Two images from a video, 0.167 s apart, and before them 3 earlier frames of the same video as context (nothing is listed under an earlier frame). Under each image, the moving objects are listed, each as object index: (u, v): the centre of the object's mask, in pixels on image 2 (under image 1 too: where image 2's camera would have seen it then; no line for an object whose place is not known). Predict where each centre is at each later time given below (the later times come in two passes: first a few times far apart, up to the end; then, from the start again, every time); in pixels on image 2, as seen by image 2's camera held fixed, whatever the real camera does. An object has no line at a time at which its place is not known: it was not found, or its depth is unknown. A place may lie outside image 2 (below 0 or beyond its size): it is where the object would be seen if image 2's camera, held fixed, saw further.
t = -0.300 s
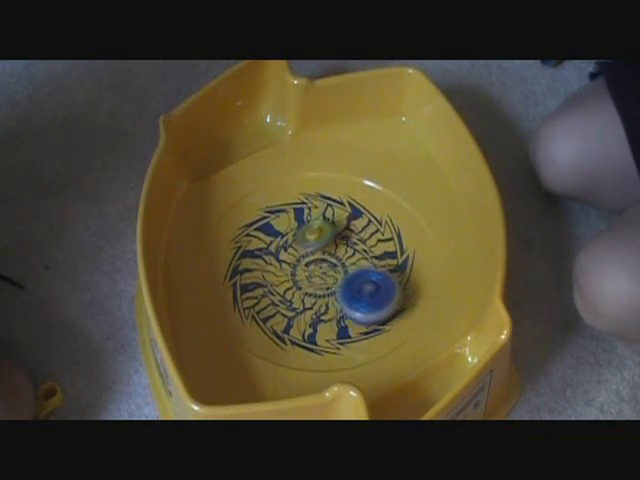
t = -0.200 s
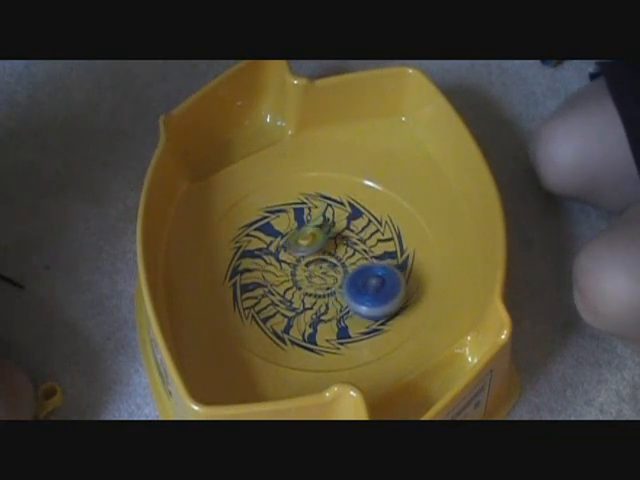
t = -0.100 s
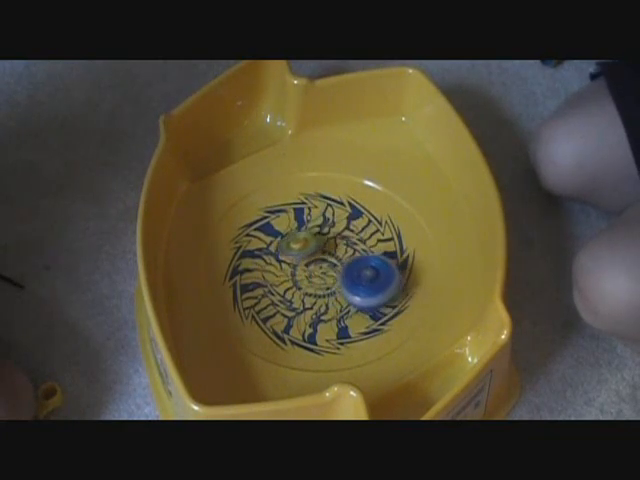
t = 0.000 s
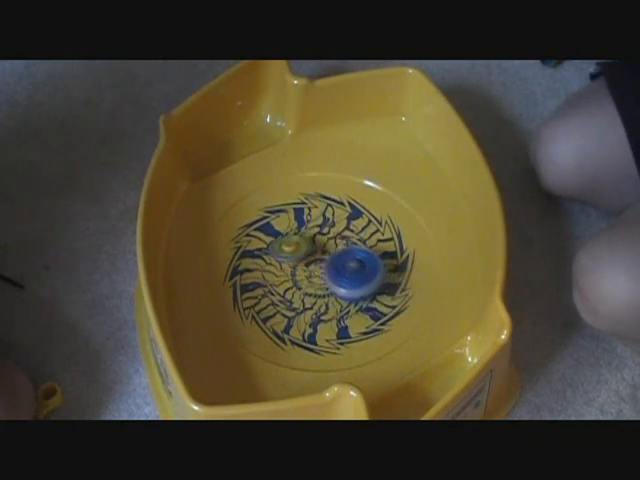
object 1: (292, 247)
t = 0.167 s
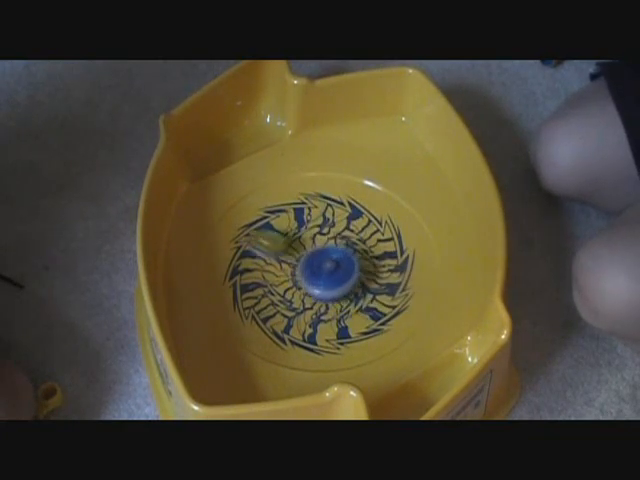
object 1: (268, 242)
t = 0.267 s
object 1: (254, 235)
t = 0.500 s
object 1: (246, 227)
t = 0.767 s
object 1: (256, 222)
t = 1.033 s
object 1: (278, 218)
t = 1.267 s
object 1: (298, 221)
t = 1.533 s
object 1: (326, 229)
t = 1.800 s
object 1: (351, 228)
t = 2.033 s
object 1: (408, 230)
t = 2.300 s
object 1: (405, 242)
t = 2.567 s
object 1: (364, 246)
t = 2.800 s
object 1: (319, 244)
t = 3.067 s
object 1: (393, 211)
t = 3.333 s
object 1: (391, 219)
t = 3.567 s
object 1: (350, 236)
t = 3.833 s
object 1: (335, 239)
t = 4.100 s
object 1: (335, 240)
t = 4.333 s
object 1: (333, 242)
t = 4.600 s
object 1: (328, 243)
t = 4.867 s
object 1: (316, 235)
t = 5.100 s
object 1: (309, 222)
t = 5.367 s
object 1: (310, 219)
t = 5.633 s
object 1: (368, 212)
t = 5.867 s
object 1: (385, 221)
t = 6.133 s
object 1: (366, 229)
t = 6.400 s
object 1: (354, 227)
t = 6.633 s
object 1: (348, 222)
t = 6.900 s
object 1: (347, 221)
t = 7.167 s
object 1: (343, 225)
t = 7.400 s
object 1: (336, 227)
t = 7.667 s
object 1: (328, 225)
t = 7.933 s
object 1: (324, 222)
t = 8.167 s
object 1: (323, 222)
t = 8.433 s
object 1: (321, 215)
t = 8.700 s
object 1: (314, 219)
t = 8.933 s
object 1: (308, 219)
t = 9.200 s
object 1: (306, 217)
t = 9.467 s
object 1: (304, 222)
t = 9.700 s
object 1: (304, 221)
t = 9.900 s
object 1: (303, 222)
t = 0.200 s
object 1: (262, 240)
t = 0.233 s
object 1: (257, 237)
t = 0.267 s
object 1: (254, 235)
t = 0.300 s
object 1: (252, 234)
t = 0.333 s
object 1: (250, 233)
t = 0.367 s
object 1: (249, 232)
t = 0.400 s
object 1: (248, 231)
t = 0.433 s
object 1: (246, 230)
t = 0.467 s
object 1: (246, 229)
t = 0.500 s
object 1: (246, 227)
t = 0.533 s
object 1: (245, 226)
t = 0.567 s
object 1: (246, 226)
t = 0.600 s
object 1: (246, 225)
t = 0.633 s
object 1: (248, 224)
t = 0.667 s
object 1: (250, 223)
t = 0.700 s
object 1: (251, 223)
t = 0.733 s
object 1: (254, 222)
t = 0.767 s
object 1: (256, 222)
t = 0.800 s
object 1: (259, 221)
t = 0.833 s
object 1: (262, 221)
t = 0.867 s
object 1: (265, 221)
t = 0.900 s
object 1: (268, 221)
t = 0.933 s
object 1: (271, 221)
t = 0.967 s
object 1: (274, 220)
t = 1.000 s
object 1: (276, 220)
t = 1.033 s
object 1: (278, 218)
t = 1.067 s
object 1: (281, 217)
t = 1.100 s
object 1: (284, 216)
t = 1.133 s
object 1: (288, 216)
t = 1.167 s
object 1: (291, 217)
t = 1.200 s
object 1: (294, 218)
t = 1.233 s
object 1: (296, 220)
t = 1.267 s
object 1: (298, 221)
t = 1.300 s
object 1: (302, 223)
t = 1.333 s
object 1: (305, 225)
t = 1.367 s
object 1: (308, 226)
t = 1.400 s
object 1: (310, 227)
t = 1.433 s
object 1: (313, 229)
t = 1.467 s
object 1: (316, 230)
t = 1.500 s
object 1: (321, 229)
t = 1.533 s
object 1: (326, 229)
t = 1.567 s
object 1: (331, 228)
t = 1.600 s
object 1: (334, 228)
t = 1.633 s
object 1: (336, 228)
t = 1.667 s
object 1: (339, 230)
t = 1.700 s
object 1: (340, 231)
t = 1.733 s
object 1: (345, 230)
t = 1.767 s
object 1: (348, 229)
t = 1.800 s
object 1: (351, 228)
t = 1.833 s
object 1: (352, 229)
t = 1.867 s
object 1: (352, 230)
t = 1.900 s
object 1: (353, 231)
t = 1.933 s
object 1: (364, 231)
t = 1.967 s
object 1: (379, 232)
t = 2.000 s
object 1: (399, 227)
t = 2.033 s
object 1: (408, 230)
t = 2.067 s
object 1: (415, 232)
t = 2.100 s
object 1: (419, 233)
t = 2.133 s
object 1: (420, 235)
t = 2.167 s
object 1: (419, 237)
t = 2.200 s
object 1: (416, 239)
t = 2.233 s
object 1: (413, 240)
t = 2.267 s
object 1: (409, 241)
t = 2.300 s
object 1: (405, 242)
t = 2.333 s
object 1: (399, 244)
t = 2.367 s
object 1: (393, 245)
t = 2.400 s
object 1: (388, 246)
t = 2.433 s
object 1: (383, 247)
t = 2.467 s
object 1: (377, 247)
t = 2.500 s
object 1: (372, 246)
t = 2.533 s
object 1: (370, 246)
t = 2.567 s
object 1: (364, 246)
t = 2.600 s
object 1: (356, 245)
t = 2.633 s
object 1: (351, 245)
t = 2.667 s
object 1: (344, 244)
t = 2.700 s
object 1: (340, 244)
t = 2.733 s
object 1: (332, 244)
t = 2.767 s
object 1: (326, 244)
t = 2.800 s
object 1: (319, 244)
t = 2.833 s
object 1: (313, 244)
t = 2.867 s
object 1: (311, 245)
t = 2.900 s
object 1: (311, 243)
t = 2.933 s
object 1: (329, 235)
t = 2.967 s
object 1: (351, 227)
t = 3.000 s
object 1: (366, 222)
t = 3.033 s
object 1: (383, 216)
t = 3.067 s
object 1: (393, 211)
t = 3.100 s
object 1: (401, 208)
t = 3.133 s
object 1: (408, 205)
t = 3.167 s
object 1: (410, 205)
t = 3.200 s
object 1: (408, 207)
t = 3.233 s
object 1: (405, 210)
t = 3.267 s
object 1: (400, 214)
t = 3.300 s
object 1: (396, 217)
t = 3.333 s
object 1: (391, 219)
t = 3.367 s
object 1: (385, 222)
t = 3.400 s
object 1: (378, 225)
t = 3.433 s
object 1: (373, 227)
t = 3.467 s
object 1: (366, 230)
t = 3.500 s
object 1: (360, 231)
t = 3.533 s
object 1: (355, 234)
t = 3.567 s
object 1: (350, 236)
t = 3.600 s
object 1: (345, 237)
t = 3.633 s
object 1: (342, 238)
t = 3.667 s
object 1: (340, 239)
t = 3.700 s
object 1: (337, 240)
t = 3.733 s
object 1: (336, 240)
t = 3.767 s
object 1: (335, 240)
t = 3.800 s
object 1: (335, 240)
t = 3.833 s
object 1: (335, 239)
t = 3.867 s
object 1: (335, 240)
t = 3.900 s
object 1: (335, 239)
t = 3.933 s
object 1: (335, 239)
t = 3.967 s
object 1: (335, 239)
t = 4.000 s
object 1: (335, 240)
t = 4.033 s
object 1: (335, 240)
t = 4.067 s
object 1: (335, 240)
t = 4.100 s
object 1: (335, 240)
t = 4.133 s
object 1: (335, 240)
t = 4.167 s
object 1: (335, 240)
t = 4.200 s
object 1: (335, 241)
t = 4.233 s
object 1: (335, 241)
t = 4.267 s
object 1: (334, 241)
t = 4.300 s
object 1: (334, 241)
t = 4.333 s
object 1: (333, 242)
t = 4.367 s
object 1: (333, 242)
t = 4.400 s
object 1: (333, 242)
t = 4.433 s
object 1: (332, 242)
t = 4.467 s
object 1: (332, 242)
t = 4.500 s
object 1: (331, 243)
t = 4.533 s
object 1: (331, 243)
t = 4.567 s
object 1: (329, 243)
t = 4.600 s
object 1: (328, 243)
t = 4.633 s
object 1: (326, 243)
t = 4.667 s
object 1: (325, 243)
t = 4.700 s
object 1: (325, 243)
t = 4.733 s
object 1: (324, 242)
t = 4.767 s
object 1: (322, 241)
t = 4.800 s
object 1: (320, 239)
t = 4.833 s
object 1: (319, 238)
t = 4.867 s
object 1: (316, 235)
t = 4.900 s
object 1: (314, 230)
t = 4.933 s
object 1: (313, 226)
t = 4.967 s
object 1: (312, 224)
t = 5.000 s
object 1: (311, 224)
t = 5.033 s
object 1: (310, 223)
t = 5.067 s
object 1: (310, 223)
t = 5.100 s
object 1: (309, 222)
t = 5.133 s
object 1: (309, 221)
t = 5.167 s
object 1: (309, 221)
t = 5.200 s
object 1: (309, 221)
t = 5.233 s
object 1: (309, 220)
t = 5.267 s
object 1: (310, 220)
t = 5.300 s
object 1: (310, 220)
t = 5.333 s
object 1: (310, 220)
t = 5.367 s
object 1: (310, 219)
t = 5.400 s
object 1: (310, 219)
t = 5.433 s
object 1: (311, 219)
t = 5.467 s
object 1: (311, 219)
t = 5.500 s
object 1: (317, 220)
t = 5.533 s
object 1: (333, 217)
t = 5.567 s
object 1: (345, 217)
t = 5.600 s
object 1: (359, 212)
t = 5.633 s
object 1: (368, 212)
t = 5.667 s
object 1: (376, 211)
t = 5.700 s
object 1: (382, 212)
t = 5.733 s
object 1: (385, 214)
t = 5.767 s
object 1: (387, 215)
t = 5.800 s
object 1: (387, 217)
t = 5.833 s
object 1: (385, 219)
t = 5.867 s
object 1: (385, 221)
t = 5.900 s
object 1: (383, 222)
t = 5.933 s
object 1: (380, 223)
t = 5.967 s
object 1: (377, 224)
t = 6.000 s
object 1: (375, 225)
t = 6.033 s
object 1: (373, 226)
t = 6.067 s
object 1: (371, 227)
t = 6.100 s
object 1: (368, 229)
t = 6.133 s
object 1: (366, 229)
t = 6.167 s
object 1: (364, 229)
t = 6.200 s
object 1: (359, 229)
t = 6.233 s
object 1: (358, 229)
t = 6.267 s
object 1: (356, 229)
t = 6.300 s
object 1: (355, 229)
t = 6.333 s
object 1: (355, 228)
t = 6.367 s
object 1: (355, 227)
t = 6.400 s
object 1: (354, 227)
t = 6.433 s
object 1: (351, 226)
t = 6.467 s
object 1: (351, 225)
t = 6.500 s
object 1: (350, 225)
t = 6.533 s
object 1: (350, 224)
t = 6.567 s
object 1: (349, 223)
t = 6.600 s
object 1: (349, 223)
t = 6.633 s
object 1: (348, 222)
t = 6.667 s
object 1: (348, 222)
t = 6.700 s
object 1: (348, 222)
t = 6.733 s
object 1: (348, 221)
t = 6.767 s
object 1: (347, 221)
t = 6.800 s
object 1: (347, 221)
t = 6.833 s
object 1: (347, 221)
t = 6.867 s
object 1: (347, 221)
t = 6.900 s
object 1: (347, 221)
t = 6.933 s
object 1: (346, 222)
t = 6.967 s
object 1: (346, 222)
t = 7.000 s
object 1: (345, 223)
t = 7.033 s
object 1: (345, 223)
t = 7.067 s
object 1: (344, 224)
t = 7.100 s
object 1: (344, 224)
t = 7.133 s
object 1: (343, 224)
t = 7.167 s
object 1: (343, 225)
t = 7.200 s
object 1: (342, 225)
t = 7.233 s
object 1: (342, 226)
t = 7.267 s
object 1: (341, 226)
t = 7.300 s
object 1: (341, 226)
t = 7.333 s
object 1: (340, 226)
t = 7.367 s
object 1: (340, 226)
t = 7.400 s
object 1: (336, 227)
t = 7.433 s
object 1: (334, 228)
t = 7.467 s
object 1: (333, 228)
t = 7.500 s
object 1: (331, 228)
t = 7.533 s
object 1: (330, 227)
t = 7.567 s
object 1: (330, 227)
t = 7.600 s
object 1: (329, 226)
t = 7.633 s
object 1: (328, 226)
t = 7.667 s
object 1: (328, 225)
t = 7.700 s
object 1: (327, 225)
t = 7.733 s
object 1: (326, 224)
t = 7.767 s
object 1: (326, 224)
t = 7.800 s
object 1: (325, 223)
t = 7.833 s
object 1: (325, 223)
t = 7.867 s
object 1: (325, 223)
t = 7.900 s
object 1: (325, 222)
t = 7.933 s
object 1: (324, 222)
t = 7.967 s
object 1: (324, 222)
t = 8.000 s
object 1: (324, 222)
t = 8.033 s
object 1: (325, 222)
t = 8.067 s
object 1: (325, 221)
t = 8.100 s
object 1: (324, 222)
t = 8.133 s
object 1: (324, 222)
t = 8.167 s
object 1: (323, 222)
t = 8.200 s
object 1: (323, 222)
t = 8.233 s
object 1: (323, 219)
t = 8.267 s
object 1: (324, 217)
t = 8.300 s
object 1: (324, 215)
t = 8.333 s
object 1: (323, 214)
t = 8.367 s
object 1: (322, 214)
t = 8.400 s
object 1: (322, 214)
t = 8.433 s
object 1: (321, 215)
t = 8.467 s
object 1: (321, 215)
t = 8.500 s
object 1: (319, 216)
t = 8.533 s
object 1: (318, 217)
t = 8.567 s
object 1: (317, 217)
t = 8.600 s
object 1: (316, 218)
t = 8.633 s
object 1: (316, 218)
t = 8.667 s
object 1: (315, 218)
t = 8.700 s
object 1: (314, 219)
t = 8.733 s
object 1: (312, 219)
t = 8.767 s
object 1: (312, 219)
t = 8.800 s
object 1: (311, 220)
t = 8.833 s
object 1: (310, 219)
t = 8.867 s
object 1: (309, 219)
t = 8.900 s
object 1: (309, 219)
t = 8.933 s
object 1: (308, 219)
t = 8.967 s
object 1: (308, 218)
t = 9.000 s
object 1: (308, 218)
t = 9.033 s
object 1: (307, 218)
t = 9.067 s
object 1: (307, 218)
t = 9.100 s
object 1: (306, 218)
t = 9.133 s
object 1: (306, 217)
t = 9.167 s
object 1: (306, 217)
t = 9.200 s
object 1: (306, 217)
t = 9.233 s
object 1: (306, 218)
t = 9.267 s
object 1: (306, 219)
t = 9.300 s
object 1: (306, 219)
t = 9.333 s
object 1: (306, 220)
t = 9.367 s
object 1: (305, 220)
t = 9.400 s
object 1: (305, 221)
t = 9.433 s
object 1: (305, 222)
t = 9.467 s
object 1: (304, 222)
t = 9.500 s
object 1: (304, 223)
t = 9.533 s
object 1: (304, 224)
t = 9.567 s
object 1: (304, 224)
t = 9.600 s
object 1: (304, 224)
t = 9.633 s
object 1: (304, 223)
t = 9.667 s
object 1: (304, 222)
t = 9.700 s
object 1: (304, 221)
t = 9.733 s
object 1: (305, 222)
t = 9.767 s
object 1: (305, 222)
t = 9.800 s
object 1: (304, 222)
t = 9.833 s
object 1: (303, 222)
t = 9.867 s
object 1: (303, 222)
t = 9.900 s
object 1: (303, 222)
